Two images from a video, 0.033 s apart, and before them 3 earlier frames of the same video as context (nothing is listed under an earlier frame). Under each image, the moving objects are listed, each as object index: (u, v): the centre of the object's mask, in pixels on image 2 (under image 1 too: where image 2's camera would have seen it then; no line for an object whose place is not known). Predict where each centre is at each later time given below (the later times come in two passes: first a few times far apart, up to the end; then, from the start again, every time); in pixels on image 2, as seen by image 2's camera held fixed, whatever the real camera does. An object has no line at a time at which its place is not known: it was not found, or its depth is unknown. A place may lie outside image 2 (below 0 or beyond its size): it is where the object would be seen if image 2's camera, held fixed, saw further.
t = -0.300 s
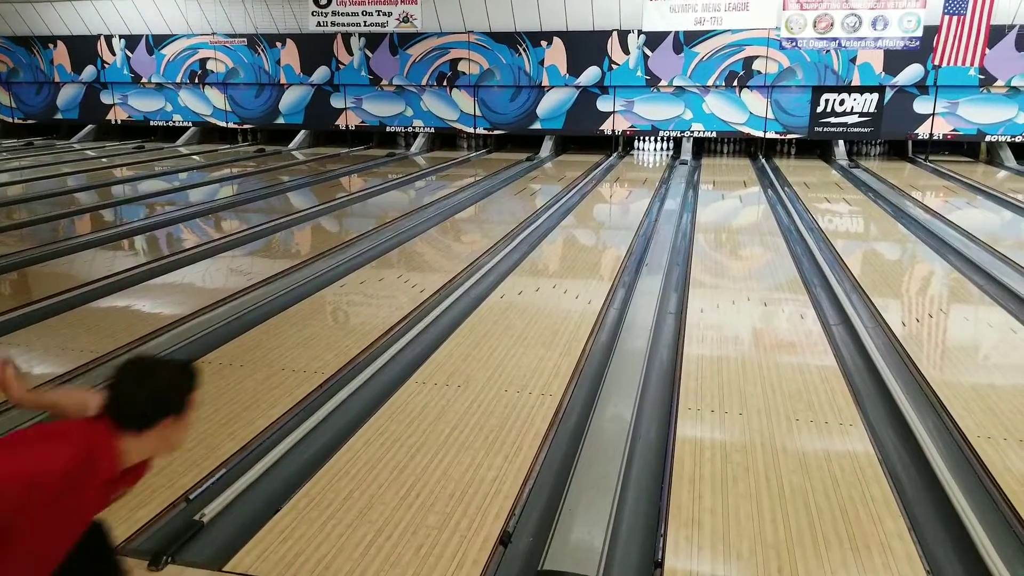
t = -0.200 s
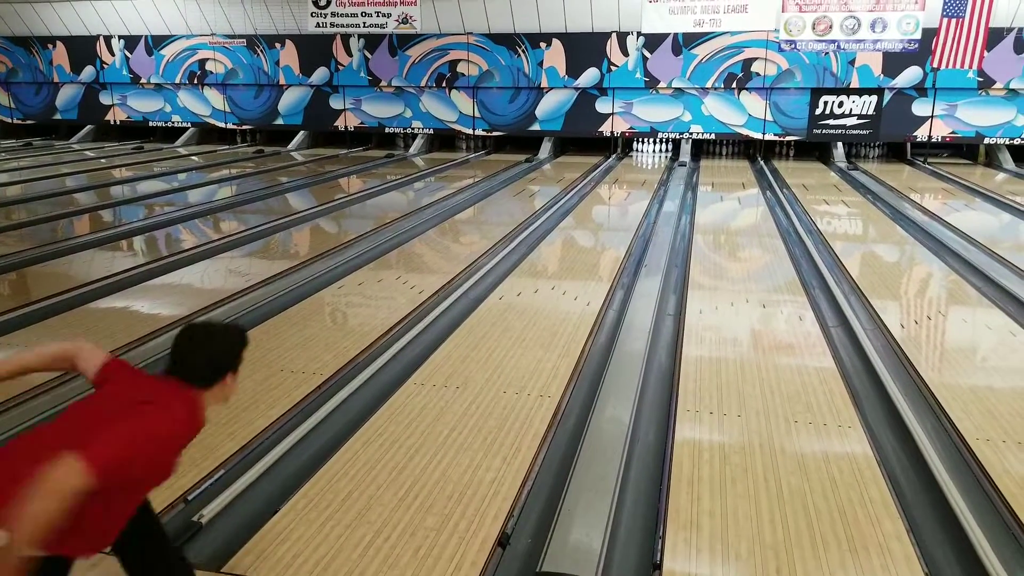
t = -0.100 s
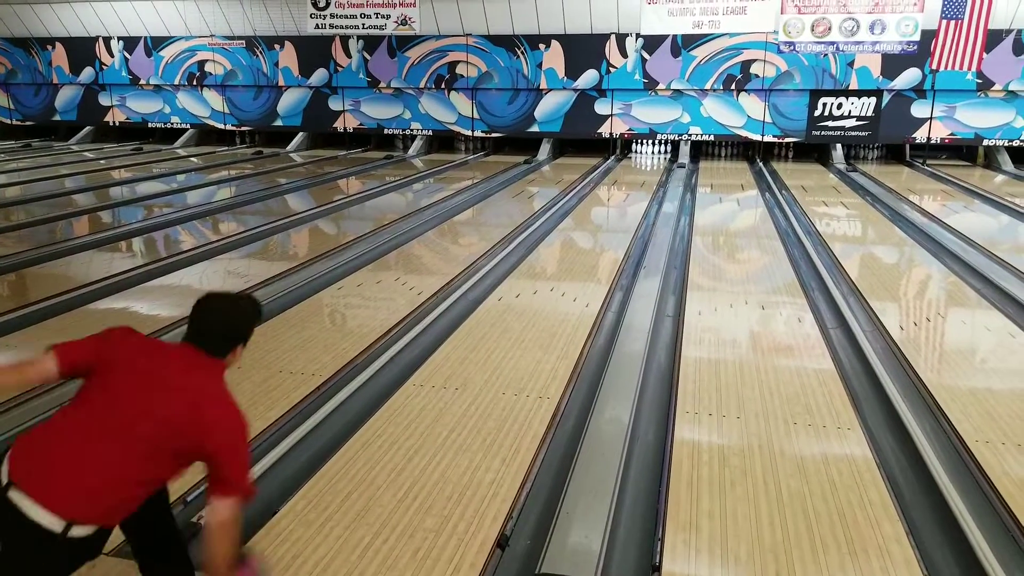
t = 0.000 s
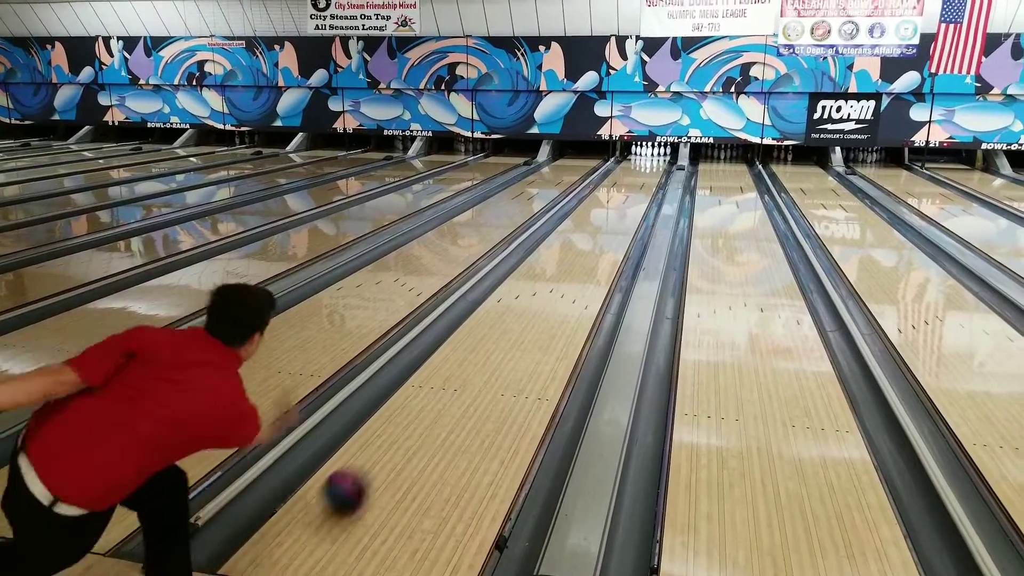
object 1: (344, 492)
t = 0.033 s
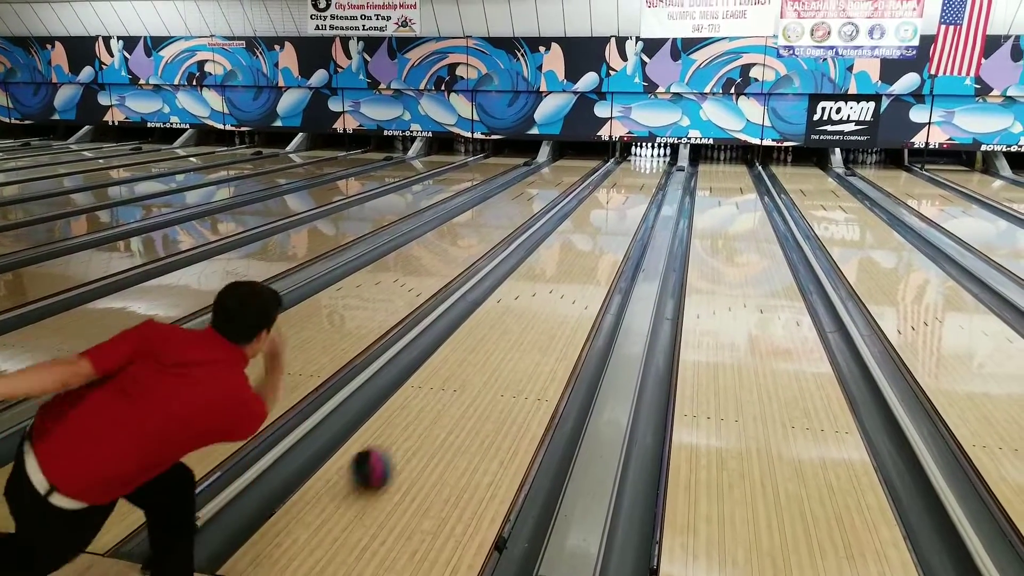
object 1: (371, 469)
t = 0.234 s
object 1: (478, 358)
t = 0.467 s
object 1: (545, 288)
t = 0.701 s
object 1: (585, 247)
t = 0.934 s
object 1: (612, 219)
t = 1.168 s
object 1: (630, 199)
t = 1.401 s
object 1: (642, 184)
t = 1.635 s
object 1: (651, 172)
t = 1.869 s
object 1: (652, 163)
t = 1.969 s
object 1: (651, 160)
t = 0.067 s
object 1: (395, 446)
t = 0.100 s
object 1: (415, 424)
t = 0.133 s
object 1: (433, 405)
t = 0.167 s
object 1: (450, 388)
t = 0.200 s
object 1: (464, 373)
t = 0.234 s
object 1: (478, 358)
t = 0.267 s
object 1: (491, 345)
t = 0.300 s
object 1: (501, 334)
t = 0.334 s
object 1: (512, 323)
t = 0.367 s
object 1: (521, 313)
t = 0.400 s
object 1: (530, 304)
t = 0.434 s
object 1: (538, 296)
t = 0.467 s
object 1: (545, 288)
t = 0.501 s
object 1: (552, 281)
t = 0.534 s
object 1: (558, 274)
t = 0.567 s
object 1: (564, 269)
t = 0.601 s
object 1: (570, 263)
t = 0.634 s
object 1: (575, 257)
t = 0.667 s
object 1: (580, 252)
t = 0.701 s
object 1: (585, 247)
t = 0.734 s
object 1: (590, 242)
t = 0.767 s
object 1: (594, 237)
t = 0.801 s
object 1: (598, 233)
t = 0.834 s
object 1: (601, 230)
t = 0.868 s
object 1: (605, 226)
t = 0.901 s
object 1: (608, 222)
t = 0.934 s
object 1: (612, 219)
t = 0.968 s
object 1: (615, 215)
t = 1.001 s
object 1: (617, 212)
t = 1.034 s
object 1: (620, 209)
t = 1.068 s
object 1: (623, 206)
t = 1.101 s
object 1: (625, 204)
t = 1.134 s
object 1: (628, 201)
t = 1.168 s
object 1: (630, 199)
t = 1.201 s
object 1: (632, 196)
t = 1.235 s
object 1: (634, 194)
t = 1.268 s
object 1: (636, 192)
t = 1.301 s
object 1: (638, 190)
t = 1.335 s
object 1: (640, 188)
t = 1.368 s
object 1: (641, 186)
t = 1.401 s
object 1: (642, 184)
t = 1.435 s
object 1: (644, 182)
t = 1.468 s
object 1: (646, 180)
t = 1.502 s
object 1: (647, 179)
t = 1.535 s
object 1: (648, 177)
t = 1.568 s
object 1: (649, 175)
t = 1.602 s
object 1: (650, 174)
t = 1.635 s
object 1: (651, 172)
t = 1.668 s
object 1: (651, 171)
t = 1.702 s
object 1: (652, 169)
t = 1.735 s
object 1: (651, 168)
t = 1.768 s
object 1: (652, 166)
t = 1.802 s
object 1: (652, 165)
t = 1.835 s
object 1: (652, 164)
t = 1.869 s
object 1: (652, 163)
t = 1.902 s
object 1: (652, 162)
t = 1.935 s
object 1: (651, 161)
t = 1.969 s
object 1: (651, 160)
